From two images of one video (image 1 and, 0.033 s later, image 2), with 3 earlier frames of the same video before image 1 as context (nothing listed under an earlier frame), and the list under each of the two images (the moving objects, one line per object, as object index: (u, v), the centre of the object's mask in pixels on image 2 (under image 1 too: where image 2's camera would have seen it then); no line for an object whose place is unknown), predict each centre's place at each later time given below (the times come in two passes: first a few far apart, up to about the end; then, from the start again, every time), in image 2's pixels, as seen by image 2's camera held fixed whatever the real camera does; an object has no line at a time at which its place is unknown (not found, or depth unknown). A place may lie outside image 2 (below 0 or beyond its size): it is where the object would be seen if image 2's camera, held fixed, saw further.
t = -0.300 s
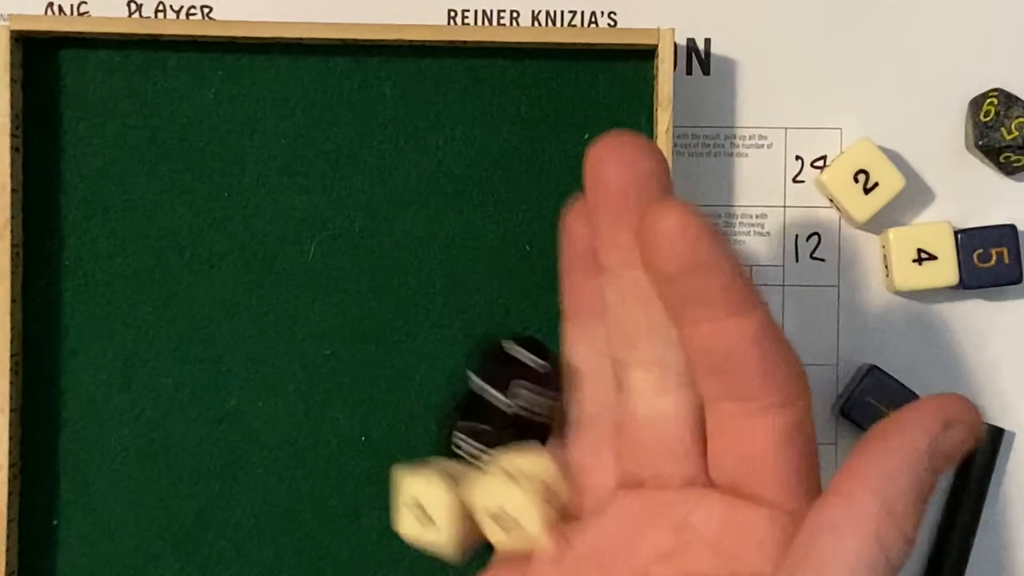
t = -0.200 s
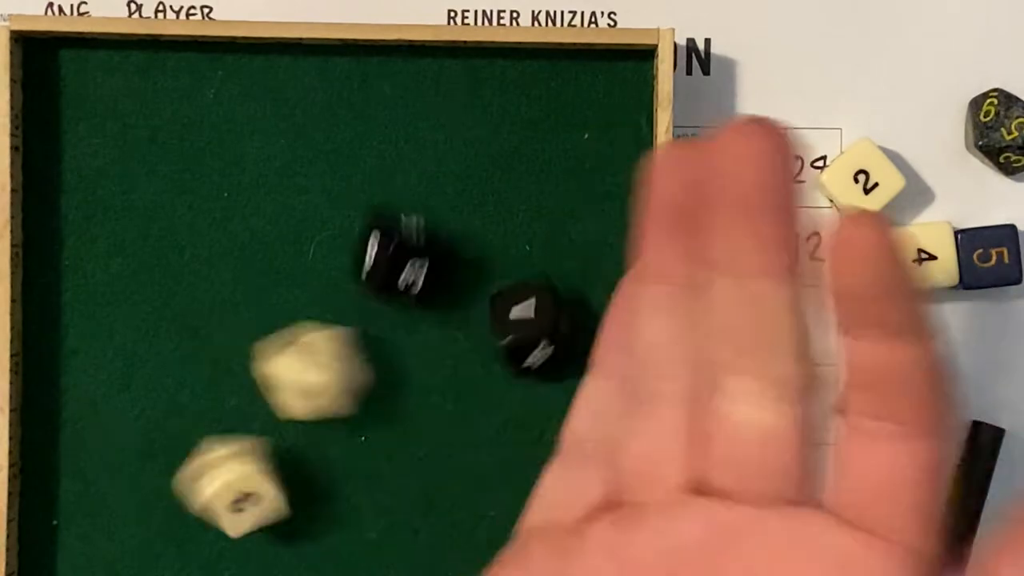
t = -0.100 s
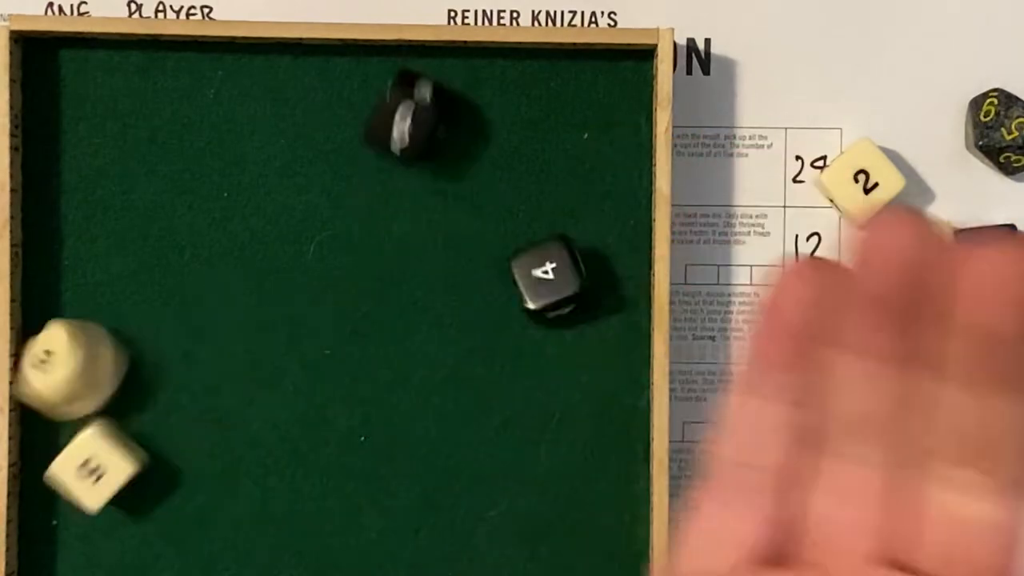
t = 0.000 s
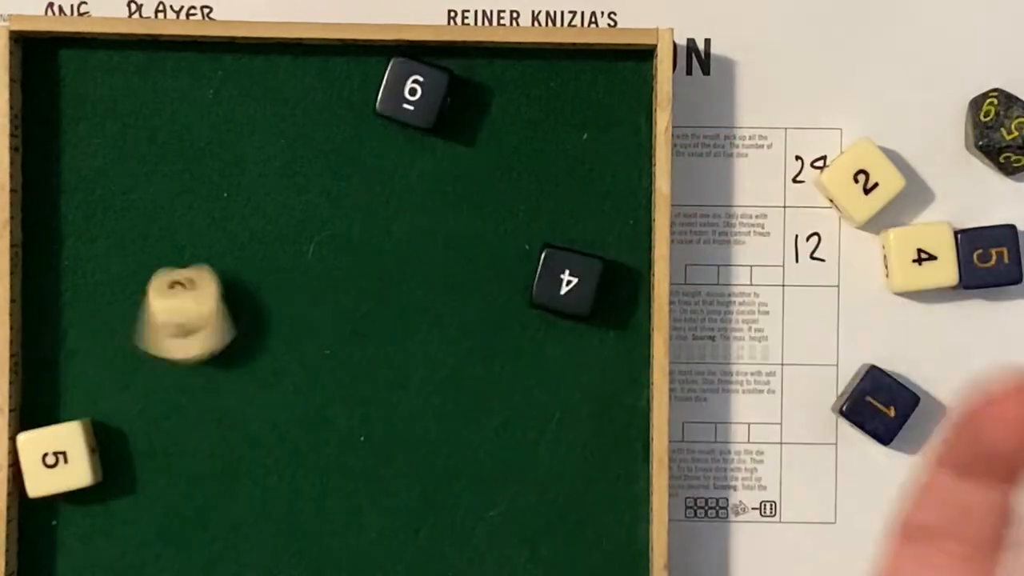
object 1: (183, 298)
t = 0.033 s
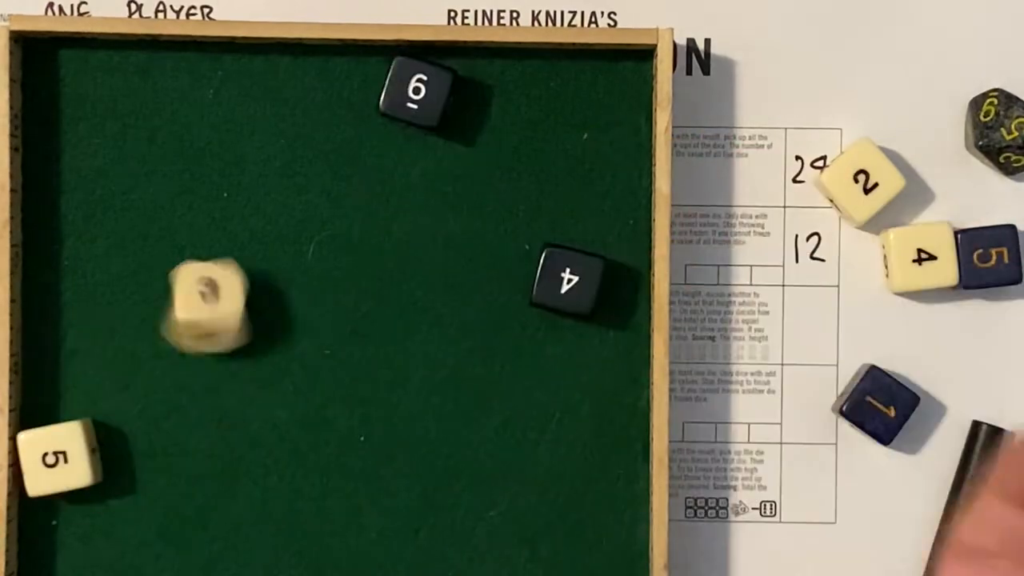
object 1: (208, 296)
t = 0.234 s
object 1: (216, 326)
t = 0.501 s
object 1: (207, 339)
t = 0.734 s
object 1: (208, 339)
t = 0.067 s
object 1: (218, 305)
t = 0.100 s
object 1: (222, 309)
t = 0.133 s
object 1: (220, 311)
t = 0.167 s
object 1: (221, 312)
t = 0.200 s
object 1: (221, 321)
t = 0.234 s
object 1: (216, 326)
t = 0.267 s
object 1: (215, 336)
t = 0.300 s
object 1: (211, 340)
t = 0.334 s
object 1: (207, 339)
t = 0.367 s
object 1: (207, 339)
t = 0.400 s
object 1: (207, 339)
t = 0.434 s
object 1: (207, 339)
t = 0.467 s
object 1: (207, 339)
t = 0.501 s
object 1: (207, 339)
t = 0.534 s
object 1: (207, 339)
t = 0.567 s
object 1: (207, 339)
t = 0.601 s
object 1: (207, 339)
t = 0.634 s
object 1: (207, 339)
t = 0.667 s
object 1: (207, 339)
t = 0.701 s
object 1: (207, 339)
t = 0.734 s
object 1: (208, 339)
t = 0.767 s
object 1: (208, 339)
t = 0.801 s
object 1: (207, 339)
